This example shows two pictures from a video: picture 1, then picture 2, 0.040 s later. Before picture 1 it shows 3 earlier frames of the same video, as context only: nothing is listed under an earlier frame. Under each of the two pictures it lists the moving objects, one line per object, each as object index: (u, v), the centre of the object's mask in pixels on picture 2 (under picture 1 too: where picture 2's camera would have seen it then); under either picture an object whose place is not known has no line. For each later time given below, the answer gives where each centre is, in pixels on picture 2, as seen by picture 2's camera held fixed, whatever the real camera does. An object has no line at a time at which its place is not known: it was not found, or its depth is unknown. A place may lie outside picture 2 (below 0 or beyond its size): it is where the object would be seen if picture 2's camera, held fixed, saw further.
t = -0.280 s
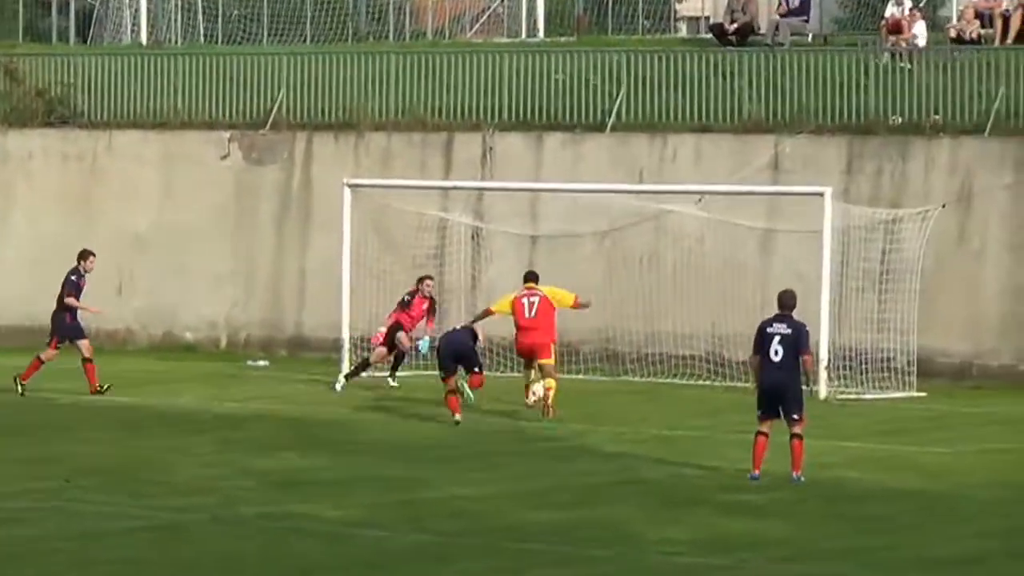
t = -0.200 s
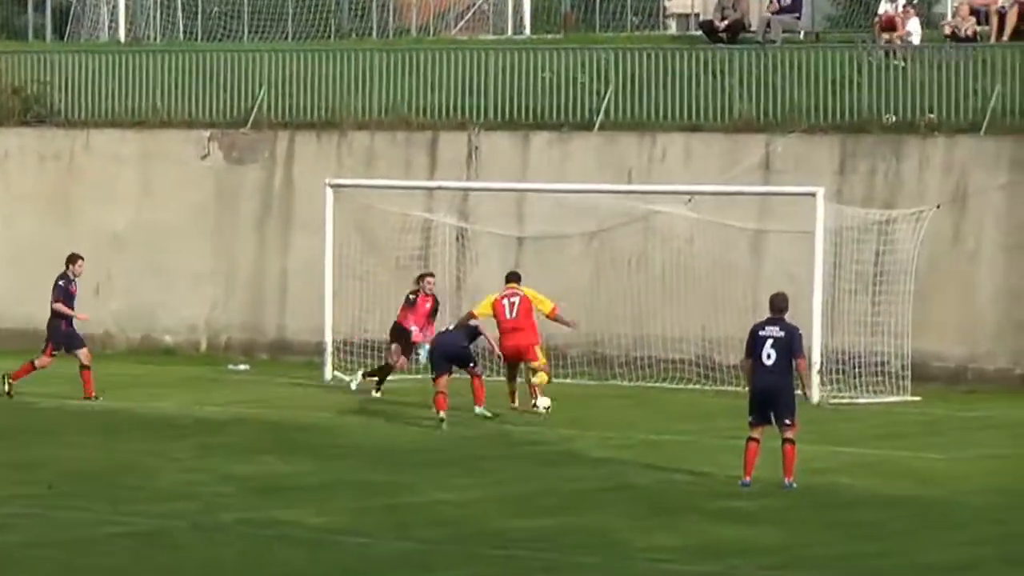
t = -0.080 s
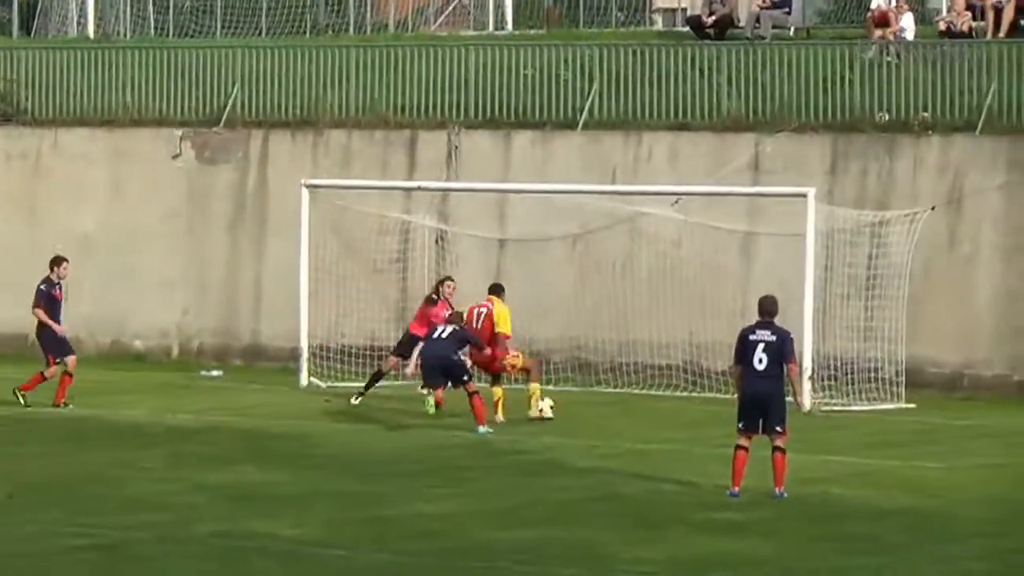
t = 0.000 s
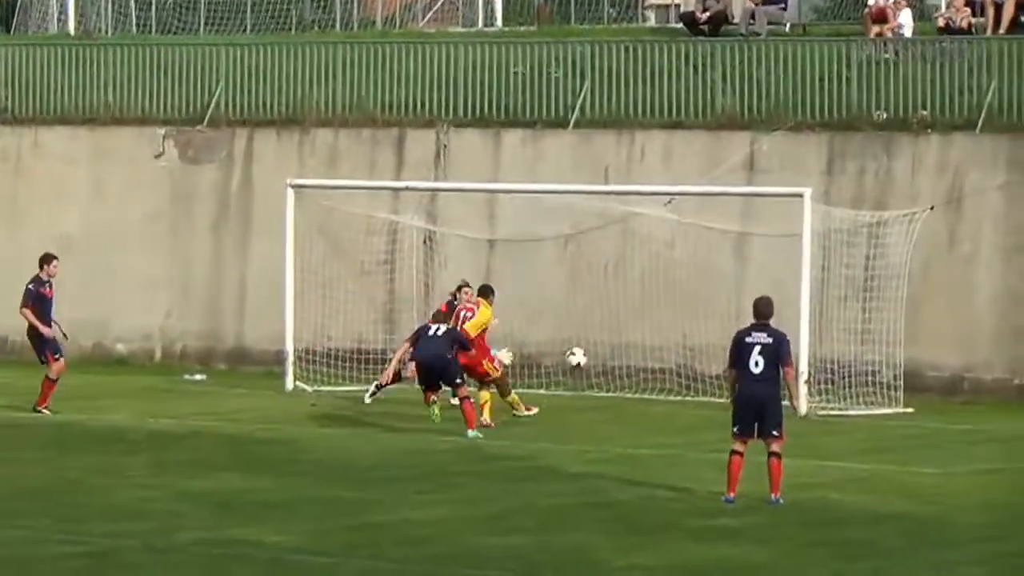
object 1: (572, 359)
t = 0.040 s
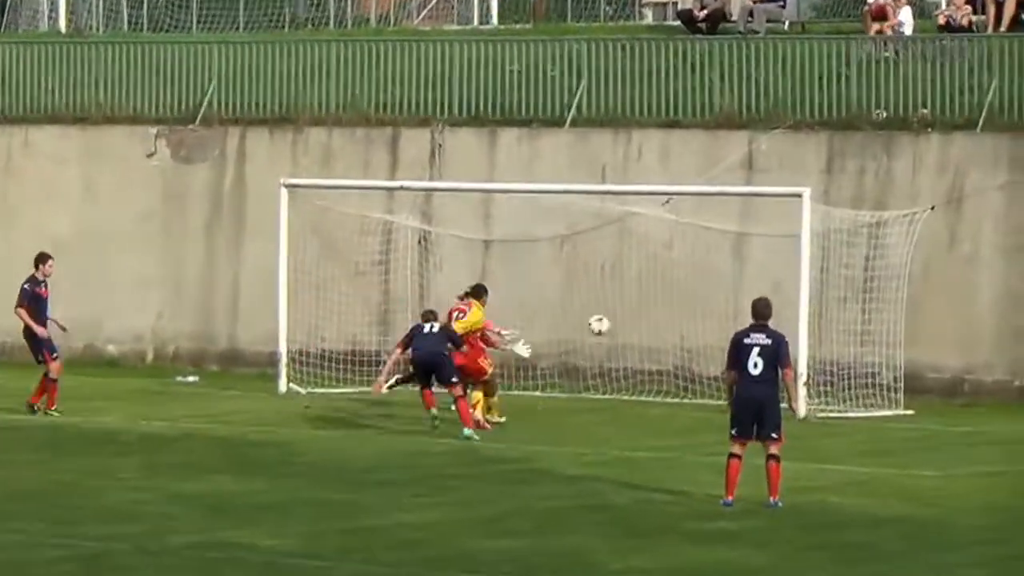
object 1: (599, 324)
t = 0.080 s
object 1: (624, 292)
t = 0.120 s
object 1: (648, 263)
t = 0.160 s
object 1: (673, 234)
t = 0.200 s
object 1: (696, 208)
